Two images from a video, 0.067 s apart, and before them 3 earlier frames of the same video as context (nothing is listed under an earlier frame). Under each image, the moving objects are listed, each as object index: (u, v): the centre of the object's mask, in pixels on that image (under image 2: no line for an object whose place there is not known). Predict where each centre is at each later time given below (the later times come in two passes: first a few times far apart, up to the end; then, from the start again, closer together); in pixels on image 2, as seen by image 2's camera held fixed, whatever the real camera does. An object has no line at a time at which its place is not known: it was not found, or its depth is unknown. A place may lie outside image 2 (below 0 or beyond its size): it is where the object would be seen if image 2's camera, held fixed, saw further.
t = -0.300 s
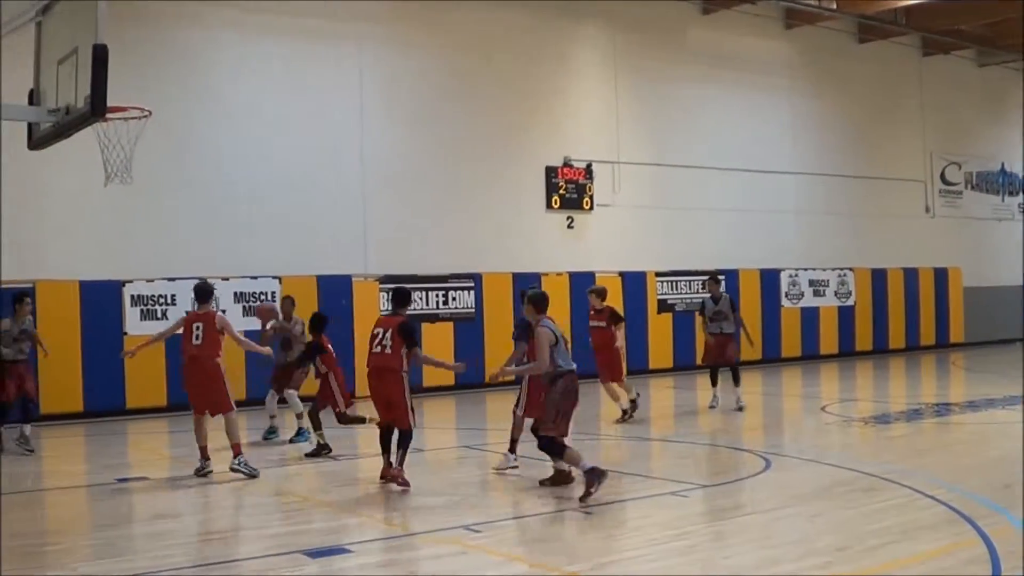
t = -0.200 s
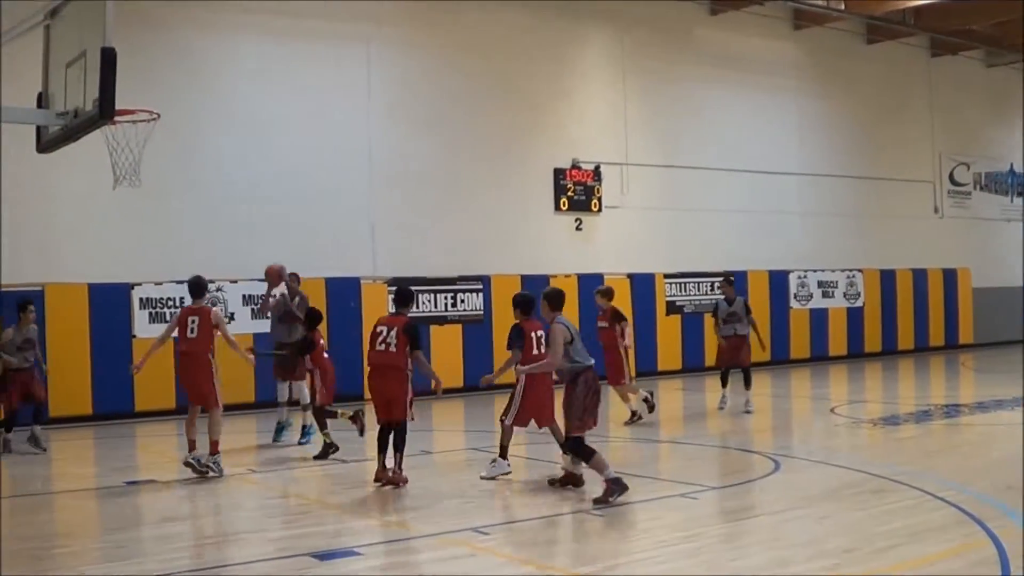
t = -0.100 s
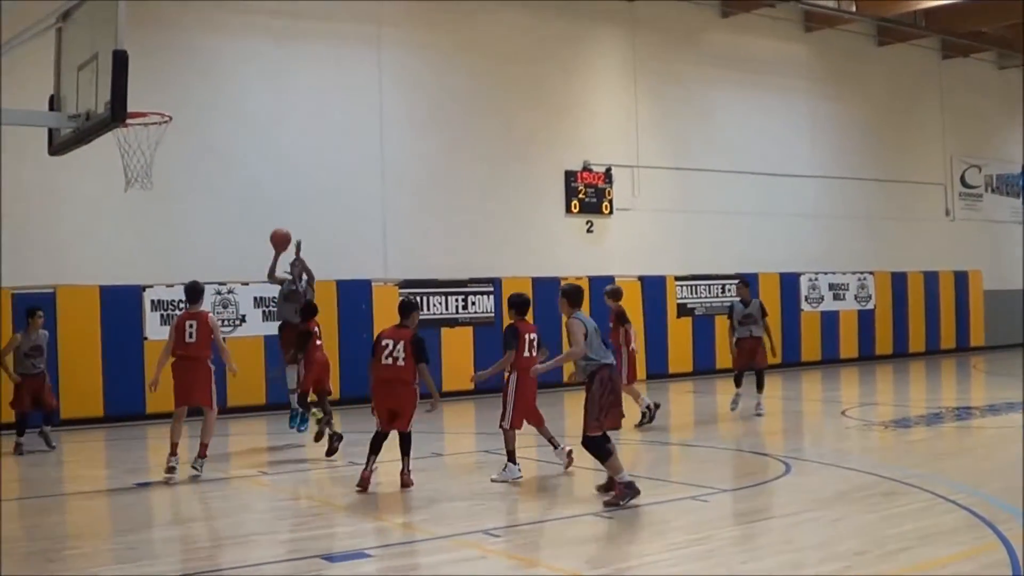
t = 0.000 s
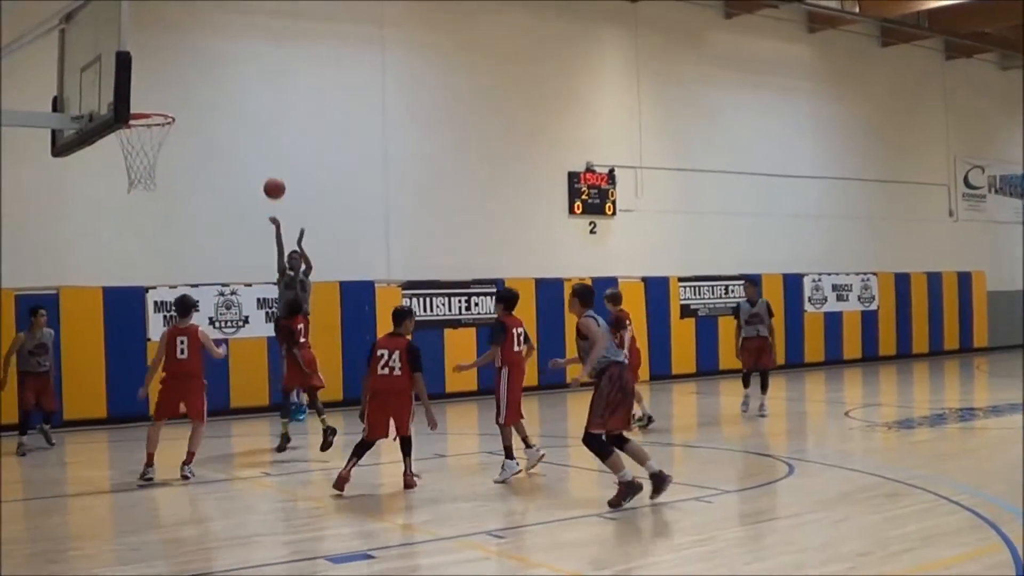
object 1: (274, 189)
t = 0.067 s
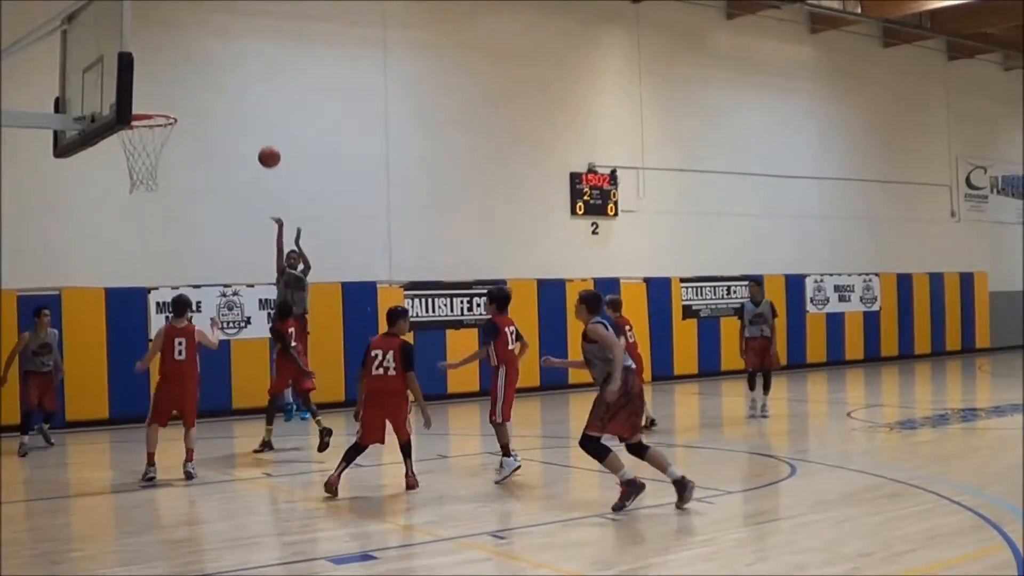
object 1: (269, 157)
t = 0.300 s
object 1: (243, 67)
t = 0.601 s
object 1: (201, 13)
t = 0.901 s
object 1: (148, 60)
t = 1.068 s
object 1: (133, 92)
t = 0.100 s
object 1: (266, 142)
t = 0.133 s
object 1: (262, 127)
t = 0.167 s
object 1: (258, 114)
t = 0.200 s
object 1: (254, 100)
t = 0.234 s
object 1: (250, 88)
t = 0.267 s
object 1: (247, 77)
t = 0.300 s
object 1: (243, 67)
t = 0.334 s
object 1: (238, 57)
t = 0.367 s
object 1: (234, 48)
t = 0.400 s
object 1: (229, 40)
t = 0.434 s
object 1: (225, 32)
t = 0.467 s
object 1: (220, 26)
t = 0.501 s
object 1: (215, 21)
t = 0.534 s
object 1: (210, 17)
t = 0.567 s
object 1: (206, 15)
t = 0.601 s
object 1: (201, 13)
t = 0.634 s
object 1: (196, 13)
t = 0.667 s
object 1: (190, 13)
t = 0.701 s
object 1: (184, 15)
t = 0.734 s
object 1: (178, 18)
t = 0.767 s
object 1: (171, 23)
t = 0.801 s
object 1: (167, 30)
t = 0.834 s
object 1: (161, 39)
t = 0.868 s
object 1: (154, 49)
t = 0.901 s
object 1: (148, 60)
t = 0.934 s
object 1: (142, 74)
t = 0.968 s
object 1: (137, 89)
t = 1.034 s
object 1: (132, 99)
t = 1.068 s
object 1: (133, 92)
